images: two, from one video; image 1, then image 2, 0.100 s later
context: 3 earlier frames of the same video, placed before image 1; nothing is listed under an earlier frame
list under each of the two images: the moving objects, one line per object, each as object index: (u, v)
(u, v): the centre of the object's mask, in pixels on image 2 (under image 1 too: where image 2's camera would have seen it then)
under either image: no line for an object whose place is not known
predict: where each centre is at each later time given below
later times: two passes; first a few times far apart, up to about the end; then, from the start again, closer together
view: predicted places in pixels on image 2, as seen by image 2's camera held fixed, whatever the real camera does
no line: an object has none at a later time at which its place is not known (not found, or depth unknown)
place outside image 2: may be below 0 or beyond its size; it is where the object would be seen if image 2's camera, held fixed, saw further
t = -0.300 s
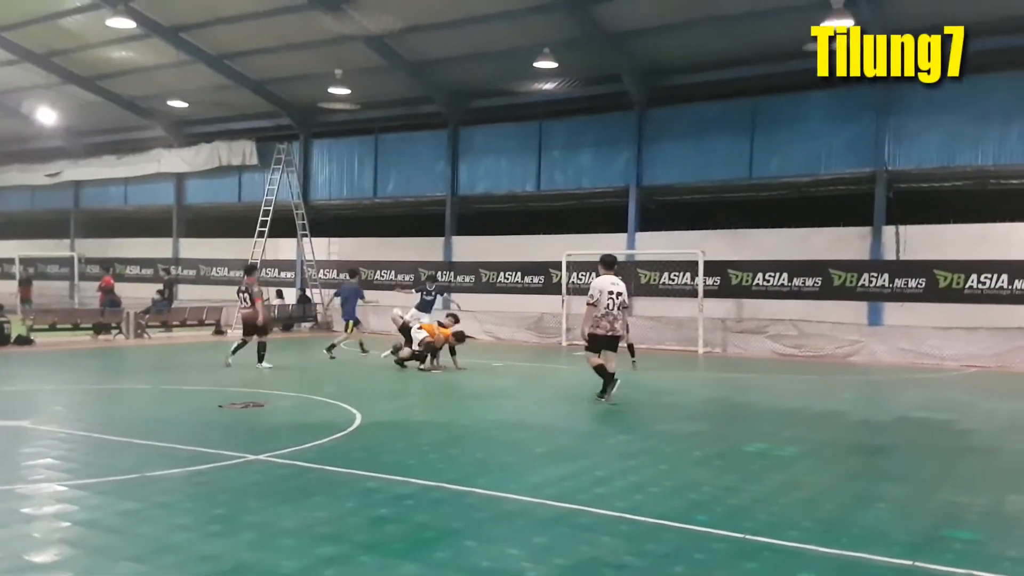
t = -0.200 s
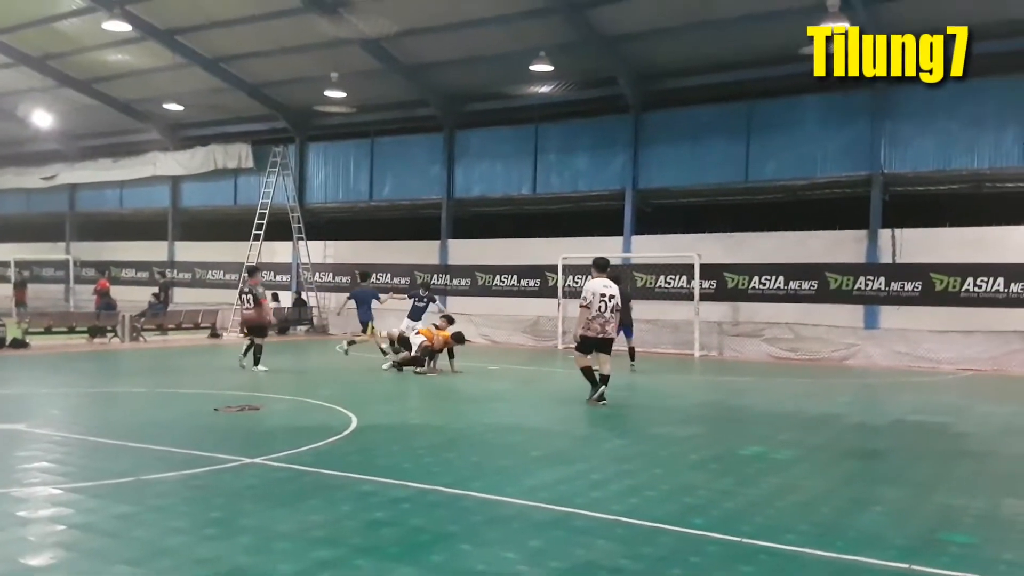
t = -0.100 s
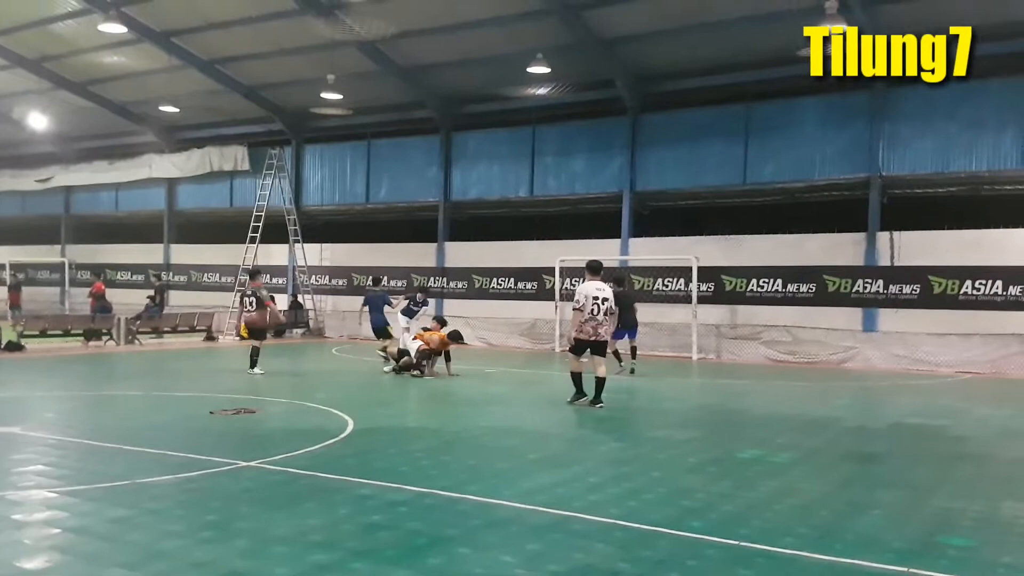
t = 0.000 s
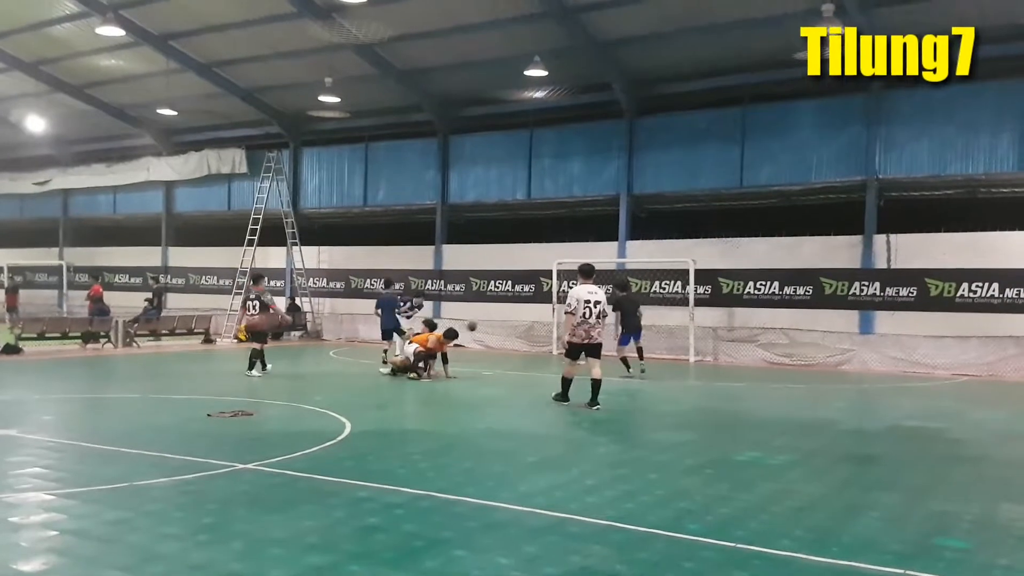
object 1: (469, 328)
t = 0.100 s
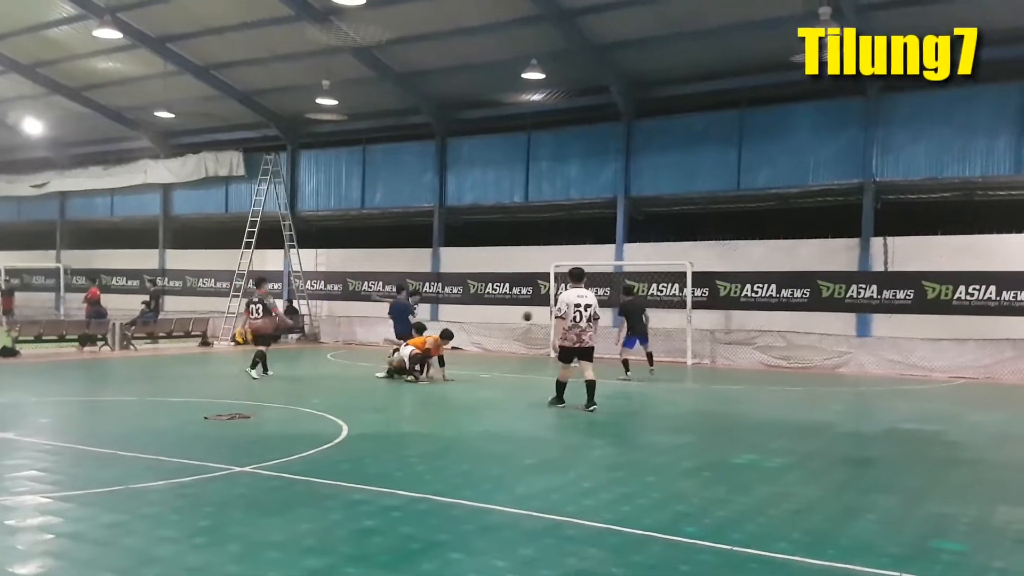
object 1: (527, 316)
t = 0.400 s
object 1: (680, 312)
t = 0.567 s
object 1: (767, 328)
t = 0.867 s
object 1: (906, 364)
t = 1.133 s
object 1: (969, 360)
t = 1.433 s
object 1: (1012, 374)
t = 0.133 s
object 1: (535, 315)
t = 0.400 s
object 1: (680, 312)
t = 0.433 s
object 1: (688, 313)
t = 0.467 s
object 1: (714, 317)
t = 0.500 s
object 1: (731, 319)
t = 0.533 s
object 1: (749, 324)
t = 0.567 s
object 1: (767, 328)
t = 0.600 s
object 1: (785, 333)
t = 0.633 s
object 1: (804, 339)
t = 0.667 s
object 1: (821, 345)
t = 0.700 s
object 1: (839, 352)
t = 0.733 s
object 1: (858, 360)
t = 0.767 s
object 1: (876, 367)
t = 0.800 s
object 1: (890, 371)
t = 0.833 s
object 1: (898, 367)
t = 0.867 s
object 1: (906, 364)
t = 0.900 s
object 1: (914, 361)
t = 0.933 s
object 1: (921, 359)
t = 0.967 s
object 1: (930, 358)
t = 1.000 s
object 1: (938, 357)
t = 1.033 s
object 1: (945, 357)
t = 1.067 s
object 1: (952, 357)
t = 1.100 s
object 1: (960, 358)
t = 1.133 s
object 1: (969, 360)
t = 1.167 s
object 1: (971, 362)
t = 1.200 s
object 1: (978, 364)
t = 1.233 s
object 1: (982, 366)
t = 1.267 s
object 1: (987, 368)
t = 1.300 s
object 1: (992, 370)
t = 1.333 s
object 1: (996, 372)
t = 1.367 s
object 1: (1001, 375)
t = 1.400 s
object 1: (1006, 375)
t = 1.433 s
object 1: (1012, 374)
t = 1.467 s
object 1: (1017, 375)
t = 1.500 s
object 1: (1023, 376)
